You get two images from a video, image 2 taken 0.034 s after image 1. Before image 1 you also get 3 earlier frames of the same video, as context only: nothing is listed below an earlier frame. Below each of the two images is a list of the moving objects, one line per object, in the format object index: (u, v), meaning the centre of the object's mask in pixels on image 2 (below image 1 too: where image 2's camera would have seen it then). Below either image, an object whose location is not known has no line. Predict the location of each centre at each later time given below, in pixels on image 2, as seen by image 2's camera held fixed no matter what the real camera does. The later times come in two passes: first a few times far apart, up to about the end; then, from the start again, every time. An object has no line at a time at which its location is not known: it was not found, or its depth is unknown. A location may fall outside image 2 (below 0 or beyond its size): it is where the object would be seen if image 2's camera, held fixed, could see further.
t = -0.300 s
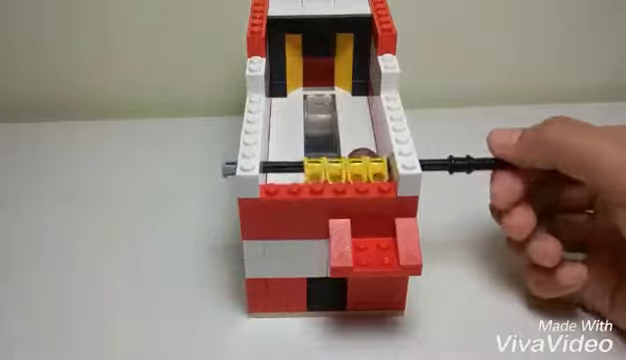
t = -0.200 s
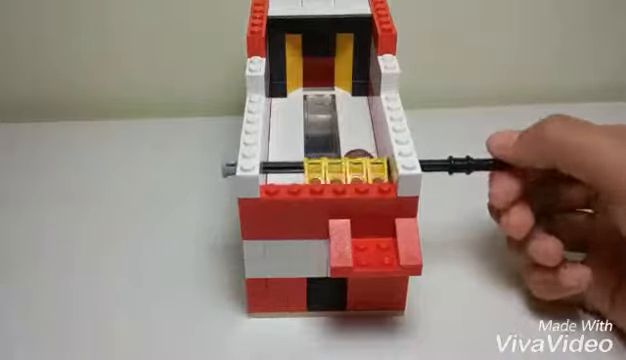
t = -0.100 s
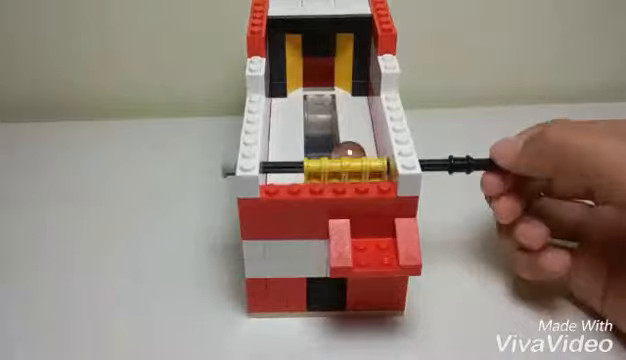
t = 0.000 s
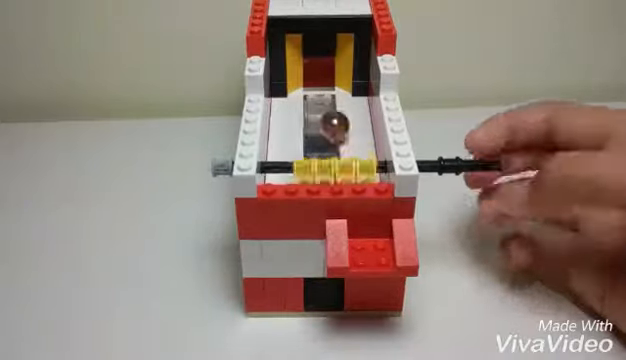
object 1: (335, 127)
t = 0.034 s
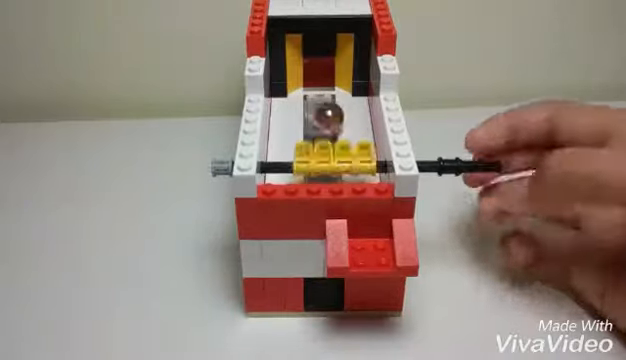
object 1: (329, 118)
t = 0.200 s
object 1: (305, 89)
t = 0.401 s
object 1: (314, 82)
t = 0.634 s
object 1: (316, 93)
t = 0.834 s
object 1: (316, 129)
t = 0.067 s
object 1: (325, 111)
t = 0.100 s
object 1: (318, 104)
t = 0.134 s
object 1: (313, 99)
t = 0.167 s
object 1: (310, 95)
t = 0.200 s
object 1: (305, 89)
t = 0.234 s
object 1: (302, 87)
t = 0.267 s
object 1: (304, 84)
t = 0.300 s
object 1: (307, 83)
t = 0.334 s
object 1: (310, 82)
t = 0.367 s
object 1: (313, 81)
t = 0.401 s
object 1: (314, 82)
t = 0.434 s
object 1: (316, 82)
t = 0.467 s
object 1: (316, 82)
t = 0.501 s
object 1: (317, 83)
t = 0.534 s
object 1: (317, 84)
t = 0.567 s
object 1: (316, 88)
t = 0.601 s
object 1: (316, 90)
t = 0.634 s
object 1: (316, 93)
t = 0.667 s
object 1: (316, 97)
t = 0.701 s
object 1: (316, 101)
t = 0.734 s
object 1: (316, 108)
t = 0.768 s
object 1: (316, 114)
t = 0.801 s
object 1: (316, 121)
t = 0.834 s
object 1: (316, 129)
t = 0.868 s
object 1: (316, 139)
